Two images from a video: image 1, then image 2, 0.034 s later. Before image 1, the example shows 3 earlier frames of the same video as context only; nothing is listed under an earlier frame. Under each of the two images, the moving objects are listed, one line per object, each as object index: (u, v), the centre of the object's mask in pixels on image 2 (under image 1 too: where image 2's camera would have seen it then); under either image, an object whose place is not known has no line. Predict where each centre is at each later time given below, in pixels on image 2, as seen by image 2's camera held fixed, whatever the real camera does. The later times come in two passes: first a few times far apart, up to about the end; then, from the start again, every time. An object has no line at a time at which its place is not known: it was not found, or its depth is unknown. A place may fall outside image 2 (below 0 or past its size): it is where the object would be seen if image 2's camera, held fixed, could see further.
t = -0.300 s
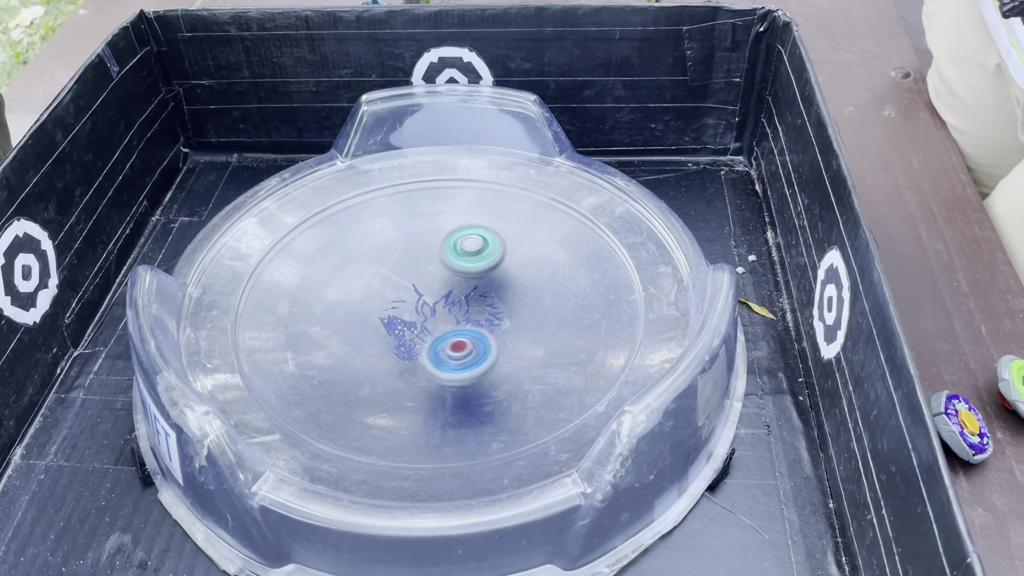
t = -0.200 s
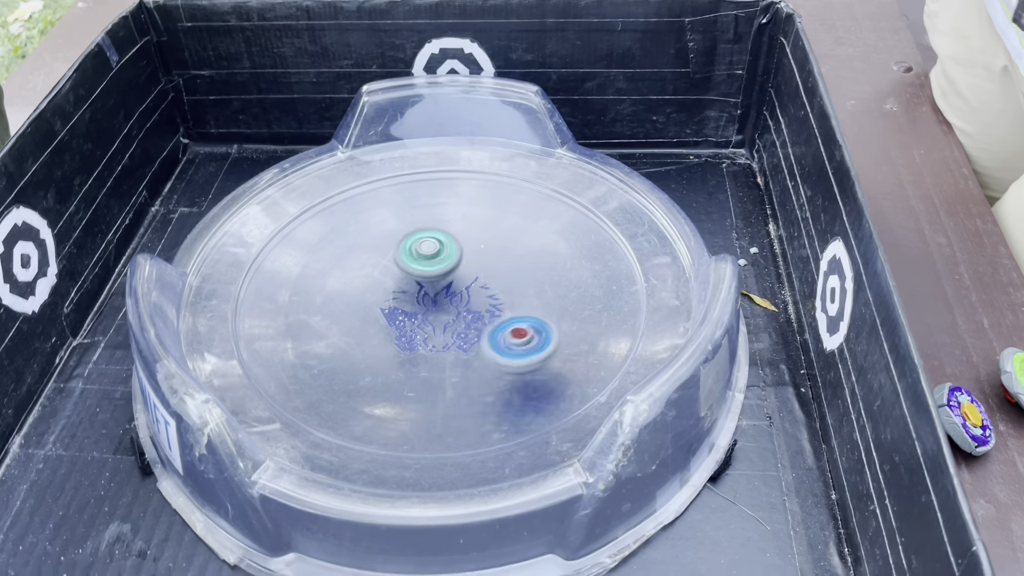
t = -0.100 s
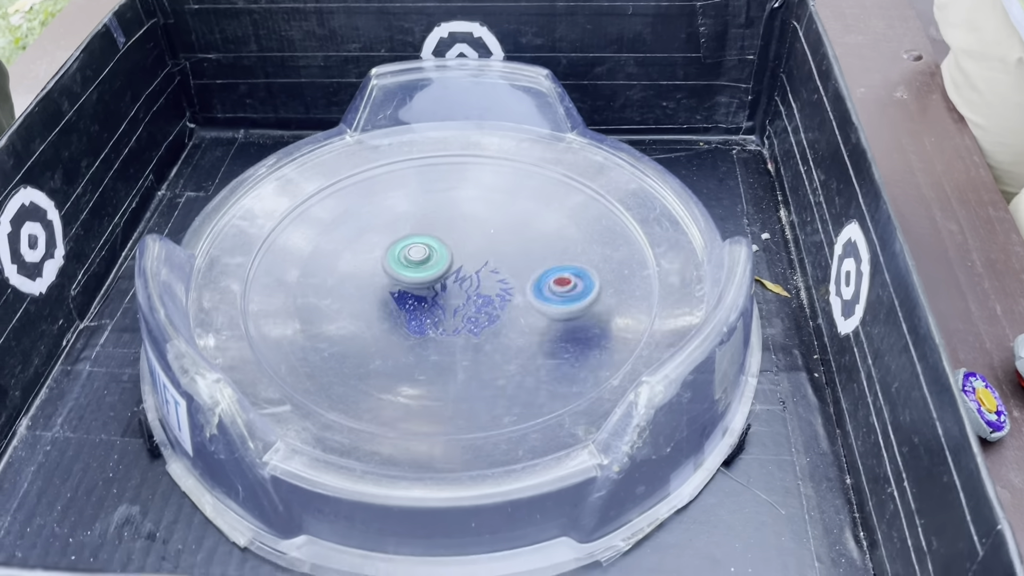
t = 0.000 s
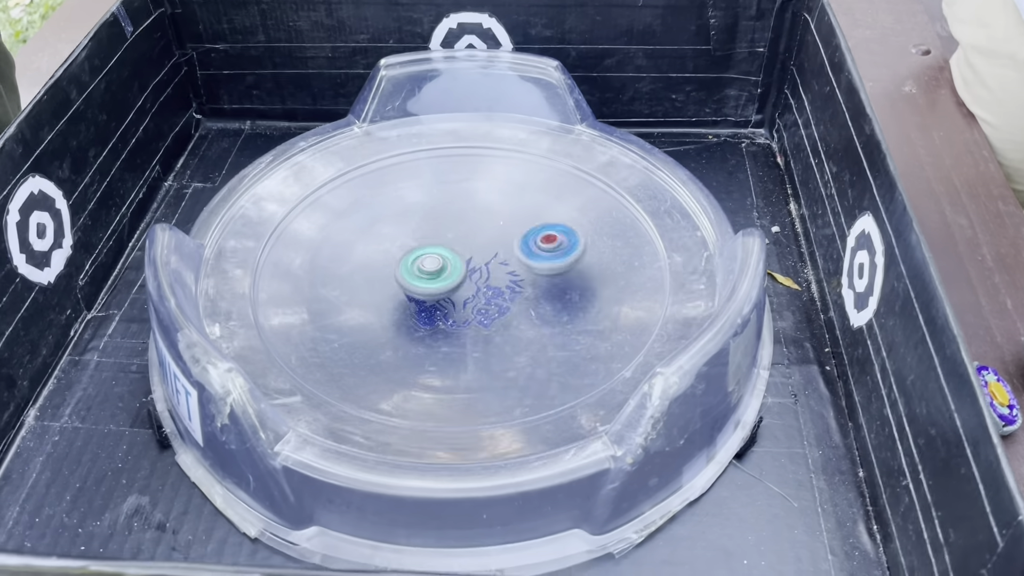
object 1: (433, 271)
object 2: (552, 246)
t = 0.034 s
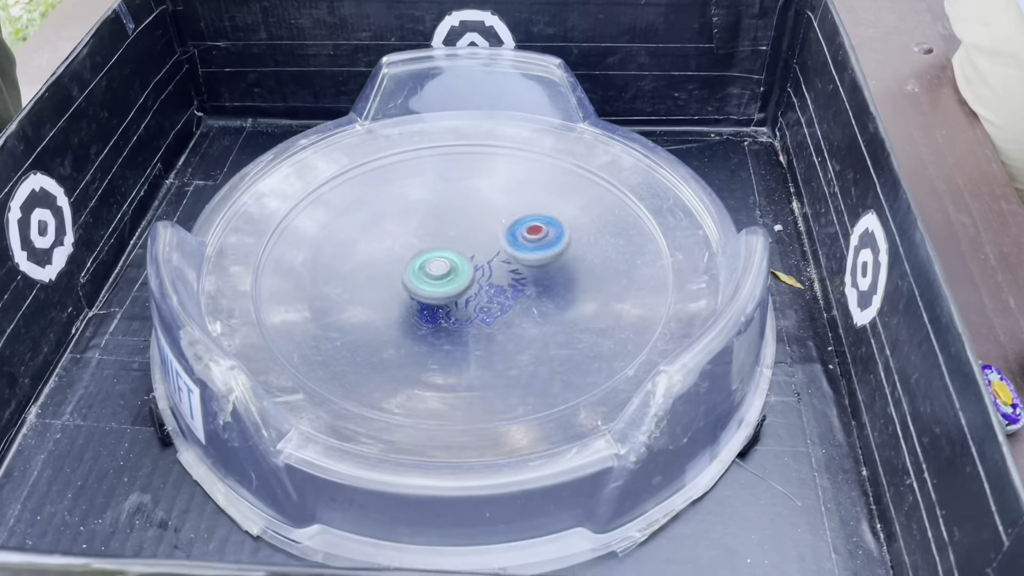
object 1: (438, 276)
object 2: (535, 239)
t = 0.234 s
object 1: (496, 295)
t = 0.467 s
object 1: (562, 244)
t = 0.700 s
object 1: (476, 211)
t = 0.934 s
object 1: (330, 259)
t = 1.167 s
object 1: (357, 339)
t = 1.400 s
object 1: (519, 321)
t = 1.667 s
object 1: (523, 255)
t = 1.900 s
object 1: (461, 259)
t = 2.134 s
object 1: (484, 309)
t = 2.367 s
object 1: (647, 307)
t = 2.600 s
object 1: (611, 262)
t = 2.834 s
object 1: (494, 264)
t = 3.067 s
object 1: (475, 326)
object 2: (380, 243)
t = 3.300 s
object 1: (499, 333)
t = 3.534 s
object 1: (482, 281)
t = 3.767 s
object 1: (420, 254)
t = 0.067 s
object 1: (445, 281)
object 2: (516, 236)
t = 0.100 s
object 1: (453, 286)
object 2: (494, 236)
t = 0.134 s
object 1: (462, 289)
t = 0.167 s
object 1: (472, 293)
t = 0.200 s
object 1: (482, 295)
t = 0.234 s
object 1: (496, 295)
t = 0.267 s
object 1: (510, 293)
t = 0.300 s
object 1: (525, 290)
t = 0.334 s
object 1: (539, 283)
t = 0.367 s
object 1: (549, 276)
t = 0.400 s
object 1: (556, 267)
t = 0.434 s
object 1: (562, 256)
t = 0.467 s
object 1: (562, 244)
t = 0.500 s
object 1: (558, 235)
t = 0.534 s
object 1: (550, 226)
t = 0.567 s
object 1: (539, 218)
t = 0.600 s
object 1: (526, 212)
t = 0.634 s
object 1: (510, 209)
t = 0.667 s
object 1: (493, 209)
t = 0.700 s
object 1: (476, 211)
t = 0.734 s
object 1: (460, 216)
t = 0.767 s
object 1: (445, 223)
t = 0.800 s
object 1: (417, 227)
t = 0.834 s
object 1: (383, 231)
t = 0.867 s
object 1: (360, 237)
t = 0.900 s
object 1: (343, 247)
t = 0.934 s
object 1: (330, 259)
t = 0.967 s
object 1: (321, 272)
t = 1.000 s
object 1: (317, 284)
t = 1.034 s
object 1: (316, 297)
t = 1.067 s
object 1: (319, 309)
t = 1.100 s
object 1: (327, 321)
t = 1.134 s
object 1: (340, 332)
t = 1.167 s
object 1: (357, 339)
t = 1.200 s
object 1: (379, 346)
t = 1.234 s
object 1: (404, 348)
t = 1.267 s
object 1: (432, 350)
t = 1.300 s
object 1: (459, 346)
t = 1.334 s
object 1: (486, 338)
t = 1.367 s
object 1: (508, 329)
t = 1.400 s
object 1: (519, 321)
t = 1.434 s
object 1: (519, 319)
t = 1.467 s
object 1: (523, 312)
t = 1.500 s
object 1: (527, 304)
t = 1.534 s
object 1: (531, 295)
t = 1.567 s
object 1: (534, 285)
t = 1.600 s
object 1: (532, 275)
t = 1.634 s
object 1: (528, 265)
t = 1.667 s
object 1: (523, 255)
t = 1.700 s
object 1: (514, 247)
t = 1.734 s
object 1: (504, 239)
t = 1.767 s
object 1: (492, 232)
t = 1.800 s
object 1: (481, 227)
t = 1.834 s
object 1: (471, 233)
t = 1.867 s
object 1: (465, 246)
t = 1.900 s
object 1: (461, 259)
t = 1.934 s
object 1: (458, 269)
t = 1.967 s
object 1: (457, 278)
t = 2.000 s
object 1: (458, 286)
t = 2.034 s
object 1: (461, 293)
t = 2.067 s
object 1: (466, 298)
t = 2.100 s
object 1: (472, 303)
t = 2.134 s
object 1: (484, 309)
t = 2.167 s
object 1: (529, 322)
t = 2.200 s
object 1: (565, 329)
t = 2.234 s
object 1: (593, 330)
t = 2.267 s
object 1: (616, 328)
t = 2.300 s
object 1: (634, 324)
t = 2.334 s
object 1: (644, 315)
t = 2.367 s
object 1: (647, 307)
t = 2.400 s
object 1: (652, 301)
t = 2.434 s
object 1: (655, 295)
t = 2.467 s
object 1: (650, 284)
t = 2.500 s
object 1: (643, 278)
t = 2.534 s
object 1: (635, 271)
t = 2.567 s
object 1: (624, 266)
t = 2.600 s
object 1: (611, 262)
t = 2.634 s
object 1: (595, 259)
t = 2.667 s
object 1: (578, 257)
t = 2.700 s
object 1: (560, 257)
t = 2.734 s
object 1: (544, 257)
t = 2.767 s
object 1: (527, 259)
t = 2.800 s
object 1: (510, 261)
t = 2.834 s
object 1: (494, 264)
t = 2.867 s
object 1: (477, 267)
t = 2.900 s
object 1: (468, 273)
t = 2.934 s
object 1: (470, 289)
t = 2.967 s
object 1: (469, 301)
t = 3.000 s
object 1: (470, 310)
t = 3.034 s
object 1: (471, 319)
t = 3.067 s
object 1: (475, 326)
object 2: (380, 243)
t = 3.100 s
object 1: (478, 331)
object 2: (385, 252)
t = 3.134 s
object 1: (482, 335)
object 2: (395, 259)
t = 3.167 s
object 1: (487, 339)
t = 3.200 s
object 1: (491, 340)
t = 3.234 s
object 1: (496, 340)
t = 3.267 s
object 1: (498, 337)
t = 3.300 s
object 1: (499, 333)
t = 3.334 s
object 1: (501, 326)
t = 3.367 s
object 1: (501, 319)
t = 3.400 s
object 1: (502, 310)
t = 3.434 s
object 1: (499, 302)
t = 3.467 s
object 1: (495, 295)
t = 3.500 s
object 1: (488, 288)
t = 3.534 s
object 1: (482, 281)
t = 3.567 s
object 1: (473, 274)
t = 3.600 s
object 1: (466, 267)
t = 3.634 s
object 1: (459, 260)
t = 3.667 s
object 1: (450, 253)
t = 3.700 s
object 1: (444, 248)
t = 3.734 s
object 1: (432, 248)
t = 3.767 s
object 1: (420, 254)
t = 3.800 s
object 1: (410, 257)
